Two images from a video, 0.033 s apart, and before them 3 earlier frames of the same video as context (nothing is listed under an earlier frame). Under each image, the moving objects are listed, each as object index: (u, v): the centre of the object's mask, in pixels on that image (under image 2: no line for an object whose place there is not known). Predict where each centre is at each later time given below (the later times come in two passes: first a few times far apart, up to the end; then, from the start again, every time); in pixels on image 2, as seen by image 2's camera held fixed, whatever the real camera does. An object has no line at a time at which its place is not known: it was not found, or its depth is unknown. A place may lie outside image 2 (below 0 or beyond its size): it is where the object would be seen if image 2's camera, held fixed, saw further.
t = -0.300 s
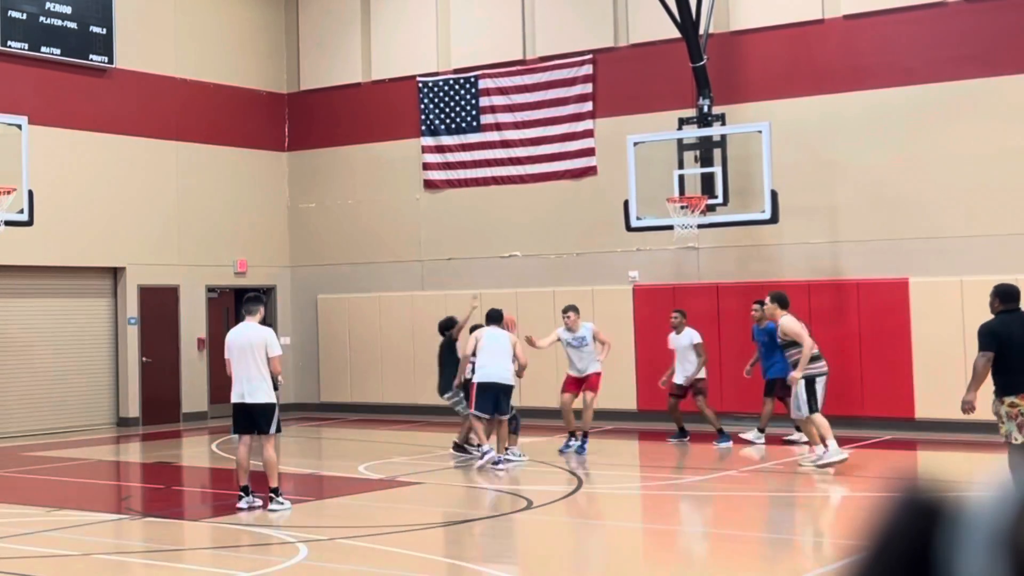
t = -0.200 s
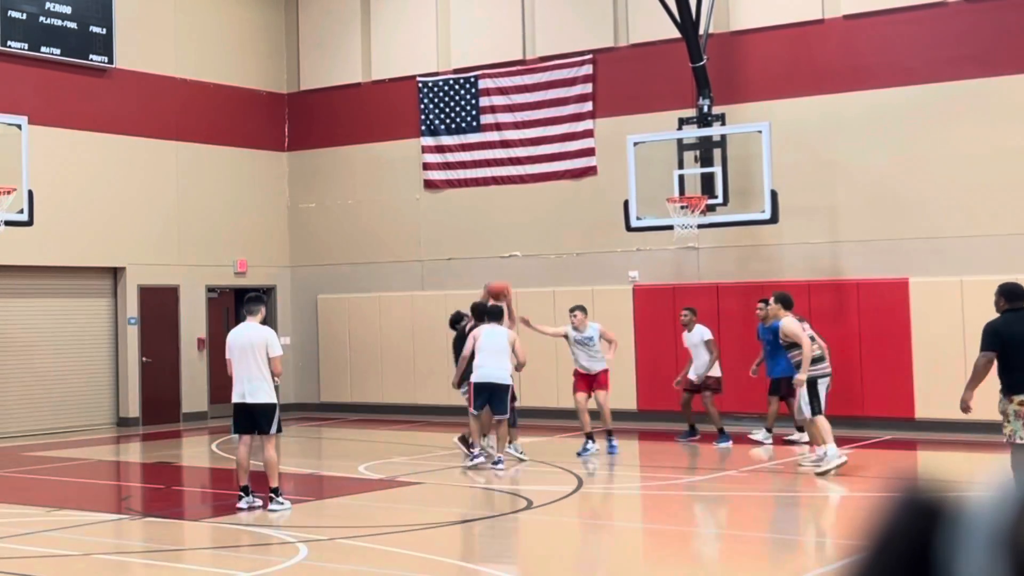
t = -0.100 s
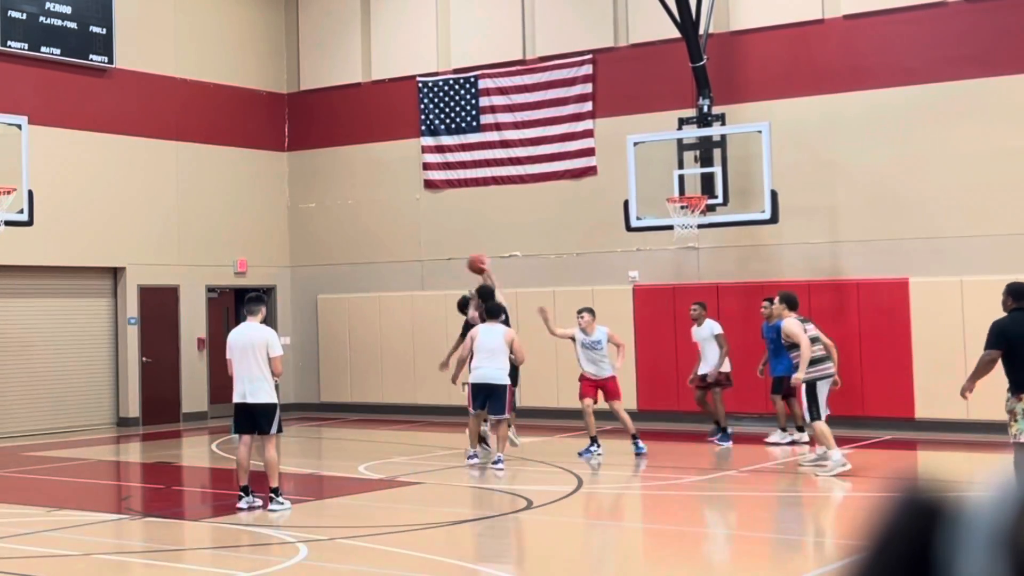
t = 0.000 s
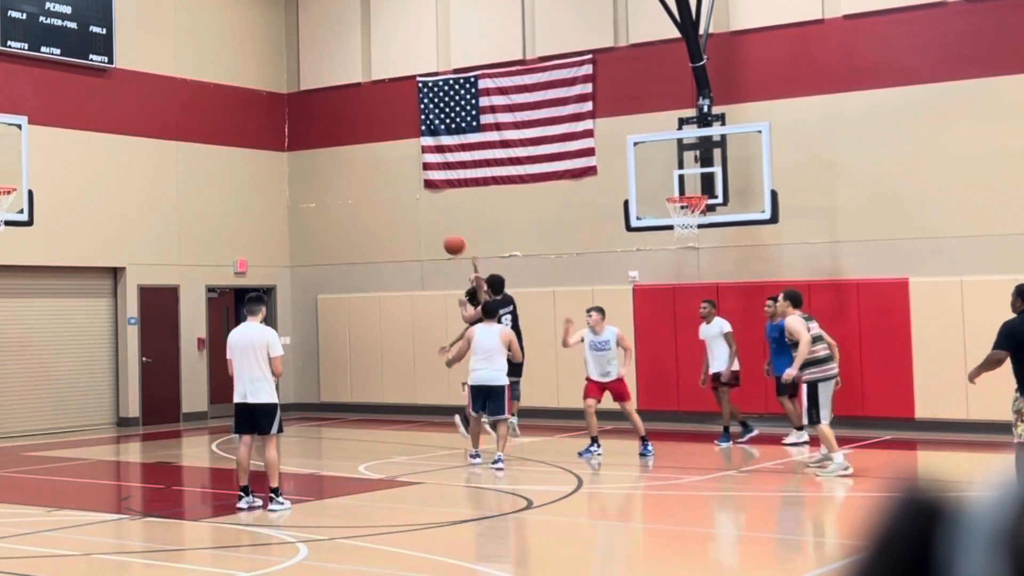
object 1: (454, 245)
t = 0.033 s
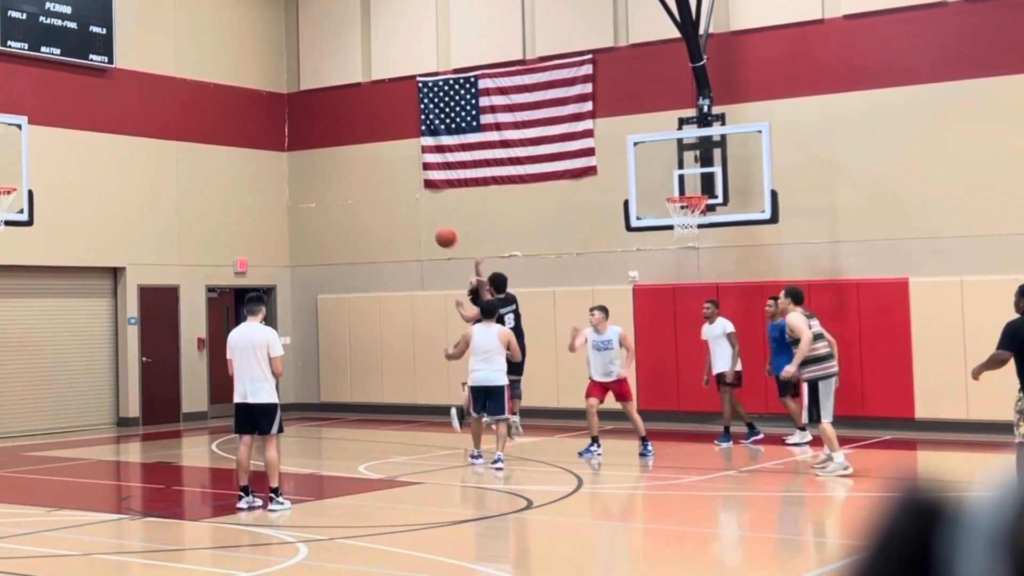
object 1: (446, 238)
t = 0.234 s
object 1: (398, 214)
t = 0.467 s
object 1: (346, 228)
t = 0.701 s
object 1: (298, 282)
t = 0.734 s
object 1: (292, 293)
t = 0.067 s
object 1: (438, 232)
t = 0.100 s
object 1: (430, 226)
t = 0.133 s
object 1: (421, 222)
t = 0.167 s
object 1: (413, 218)
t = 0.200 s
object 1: (405, 216)
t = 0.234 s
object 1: (398, 214)
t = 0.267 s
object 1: (390, 213)
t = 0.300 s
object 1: (383, 214)
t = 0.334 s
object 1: (375, 215)
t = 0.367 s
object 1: (368, 217)
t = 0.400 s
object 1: (360, 219)
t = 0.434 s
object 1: (353, 223)
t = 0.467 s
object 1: (346, 228)
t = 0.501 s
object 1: (339, 233)
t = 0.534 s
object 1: (332, 239)
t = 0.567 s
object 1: (326, 246)
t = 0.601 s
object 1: (318, 254)
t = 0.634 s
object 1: (312, 262)
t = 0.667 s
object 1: (305, 272)
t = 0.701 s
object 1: (298, 282)
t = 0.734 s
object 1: (292, 293)
